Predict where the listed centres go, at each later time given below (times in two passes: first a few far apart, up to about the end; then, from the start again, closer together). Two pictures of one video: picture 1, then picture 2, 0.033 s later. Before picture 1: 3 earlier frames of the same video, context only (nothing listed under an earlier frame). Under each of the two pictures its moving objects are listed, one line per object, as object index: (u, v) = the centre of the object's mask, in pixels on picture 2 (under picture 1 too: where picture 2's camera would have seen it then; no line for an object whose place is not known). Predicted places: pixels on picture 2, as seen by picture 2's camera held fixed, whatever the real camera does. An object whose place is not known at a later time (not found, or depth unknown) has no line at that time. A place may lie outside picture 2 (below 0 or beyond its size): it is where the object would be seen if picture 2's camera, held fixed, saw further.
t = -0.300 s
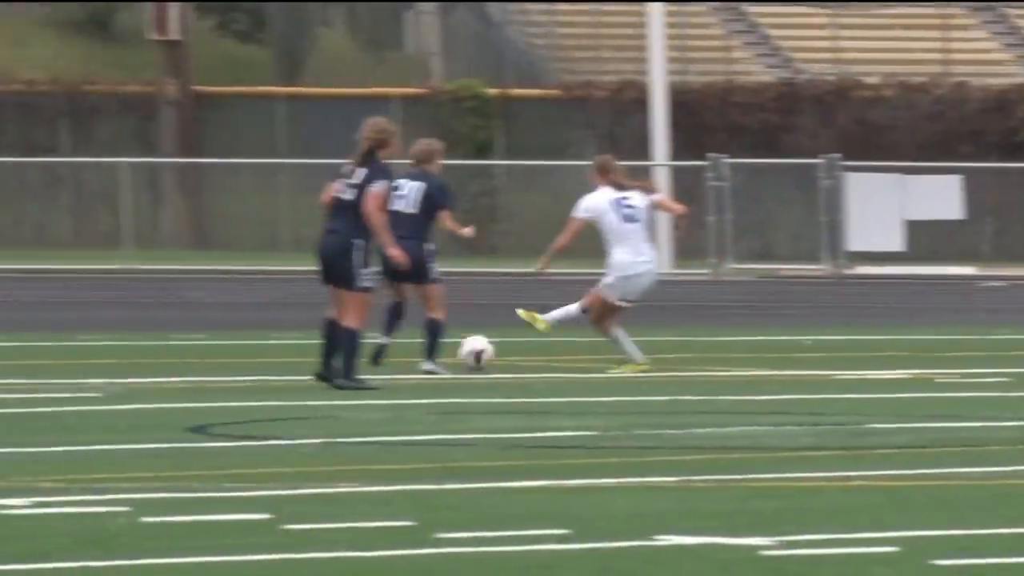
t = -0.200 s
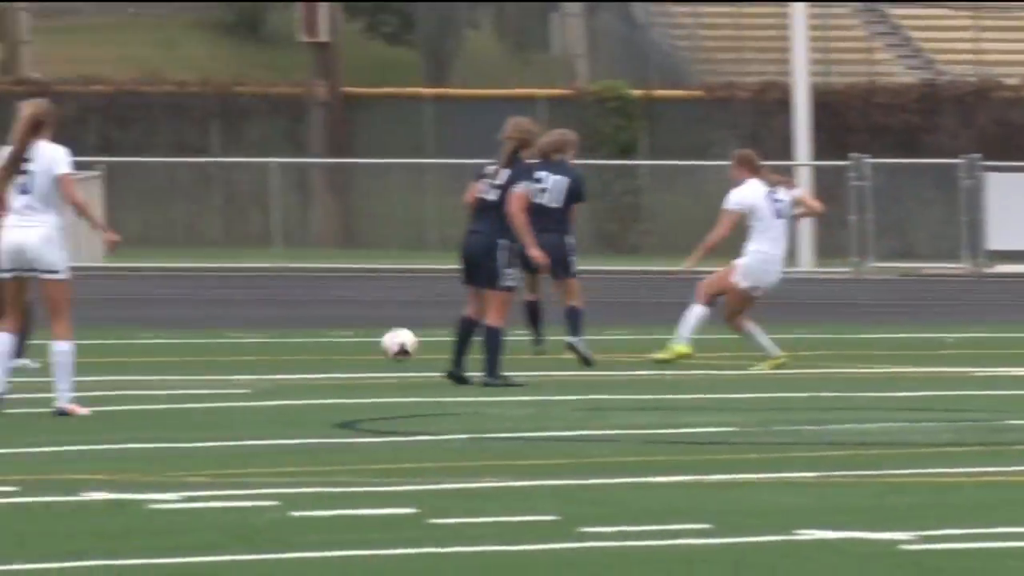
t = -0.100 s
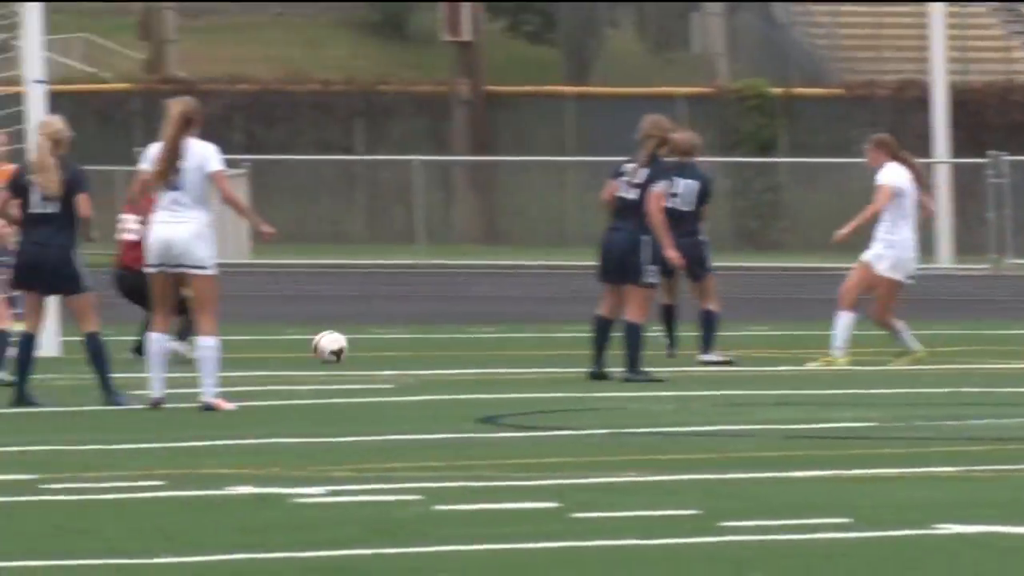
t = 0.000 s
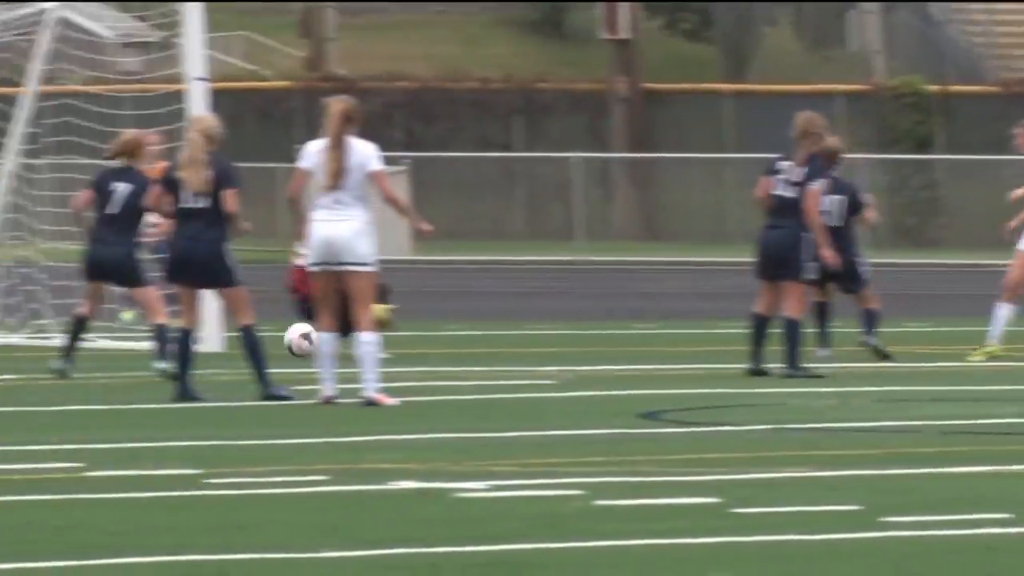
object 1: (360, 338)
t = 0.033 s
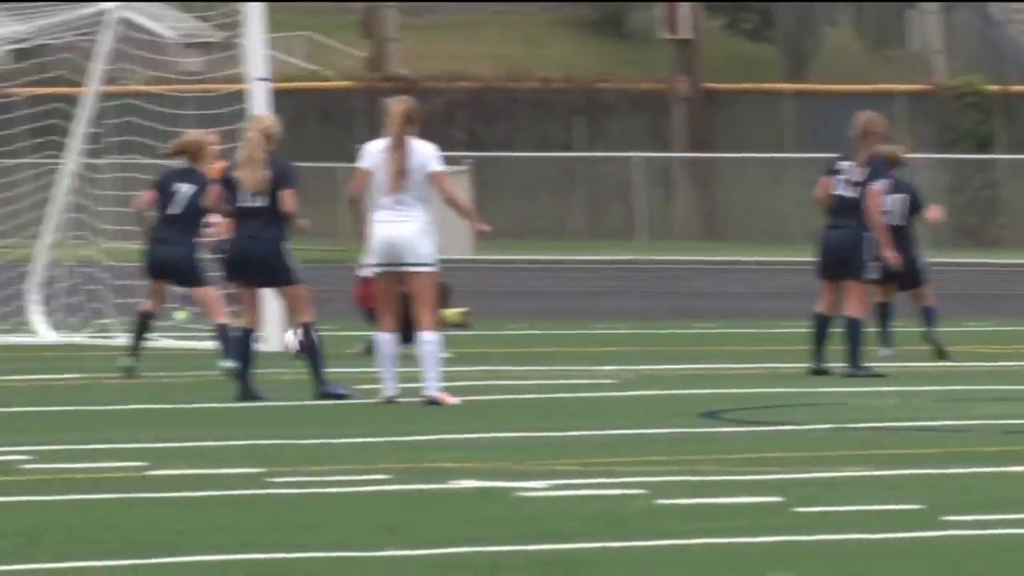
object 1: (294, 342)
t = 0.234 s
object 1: (-47, 344)
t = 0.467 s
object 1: (-472, 359)
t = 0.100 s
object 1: (186, 340)
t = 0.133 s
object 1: (124, 338)
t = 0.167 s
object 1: (70, 343)
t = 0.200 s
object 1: (11, 346)
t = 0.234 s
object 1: (-47, 344)
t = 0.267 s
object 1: (-104, 344)
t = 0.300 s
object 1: (-163, 346)
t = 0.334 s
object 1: (-222, 350)
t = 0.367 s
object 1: (-285, 351)
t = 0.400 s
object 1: (-345, 352)
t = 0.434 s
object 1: (-409, 356)
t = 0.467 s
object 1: (-472, 359)
